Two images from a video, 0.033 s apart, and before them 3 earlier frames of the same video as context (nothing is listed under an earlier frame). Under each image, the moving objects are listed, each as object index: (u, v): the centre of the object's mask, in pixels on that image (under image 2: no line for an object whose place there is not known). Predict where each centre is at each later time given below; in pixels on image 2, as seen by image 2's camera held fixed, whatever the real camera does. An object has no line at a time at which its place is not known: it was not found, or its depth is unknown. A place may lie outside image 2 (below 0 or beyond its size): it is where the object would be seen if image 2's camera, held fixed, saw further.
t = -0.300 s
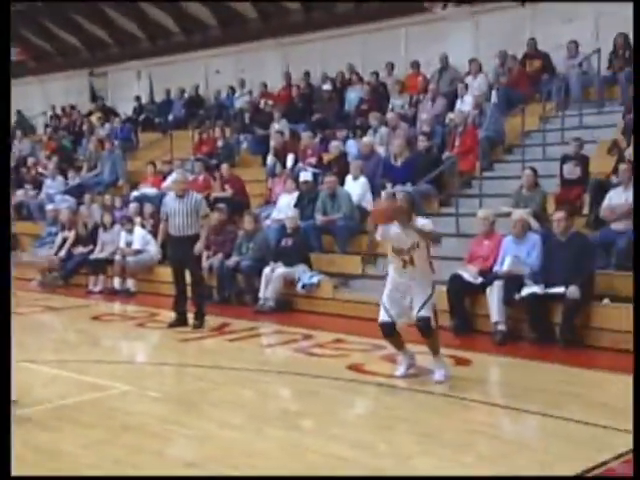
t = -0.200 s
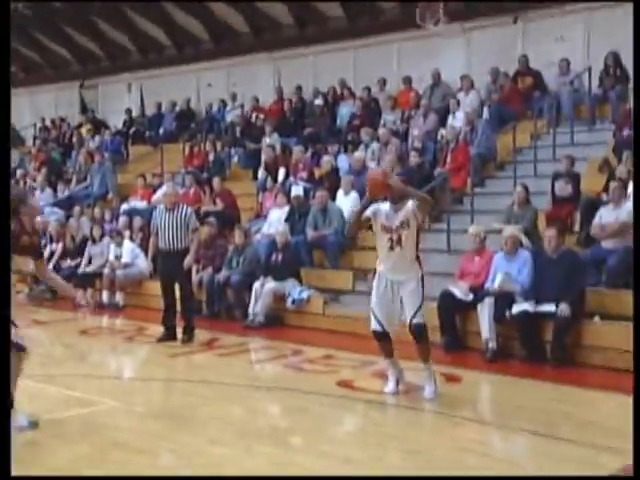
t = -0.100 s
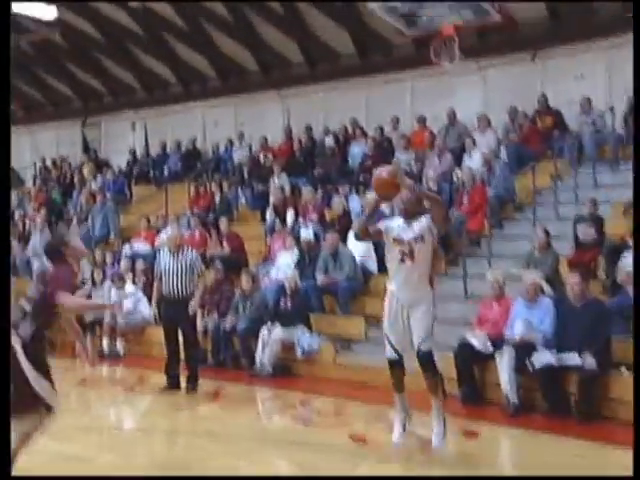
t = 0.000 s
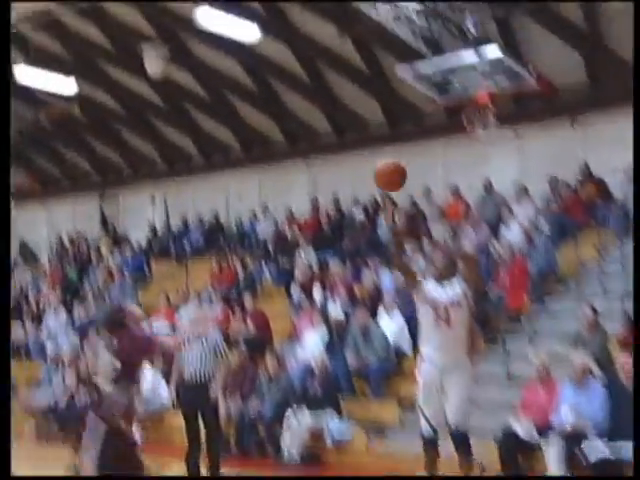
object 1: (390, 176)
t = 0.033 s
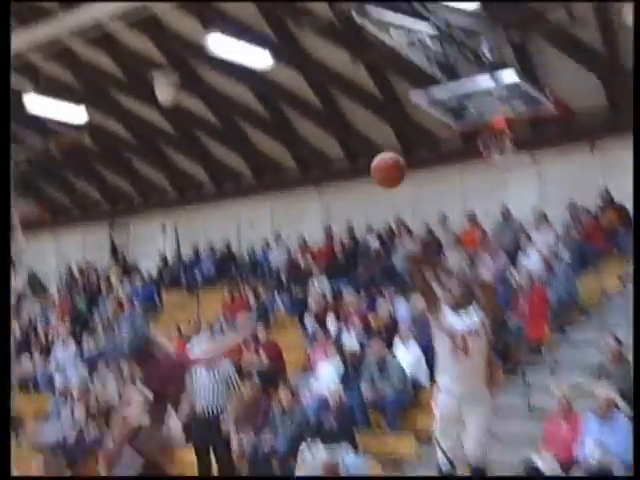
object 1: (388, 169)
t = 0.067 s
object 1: (371, 138)
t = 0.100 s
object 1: (352, 106)
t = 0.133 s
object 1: (333, 75)
